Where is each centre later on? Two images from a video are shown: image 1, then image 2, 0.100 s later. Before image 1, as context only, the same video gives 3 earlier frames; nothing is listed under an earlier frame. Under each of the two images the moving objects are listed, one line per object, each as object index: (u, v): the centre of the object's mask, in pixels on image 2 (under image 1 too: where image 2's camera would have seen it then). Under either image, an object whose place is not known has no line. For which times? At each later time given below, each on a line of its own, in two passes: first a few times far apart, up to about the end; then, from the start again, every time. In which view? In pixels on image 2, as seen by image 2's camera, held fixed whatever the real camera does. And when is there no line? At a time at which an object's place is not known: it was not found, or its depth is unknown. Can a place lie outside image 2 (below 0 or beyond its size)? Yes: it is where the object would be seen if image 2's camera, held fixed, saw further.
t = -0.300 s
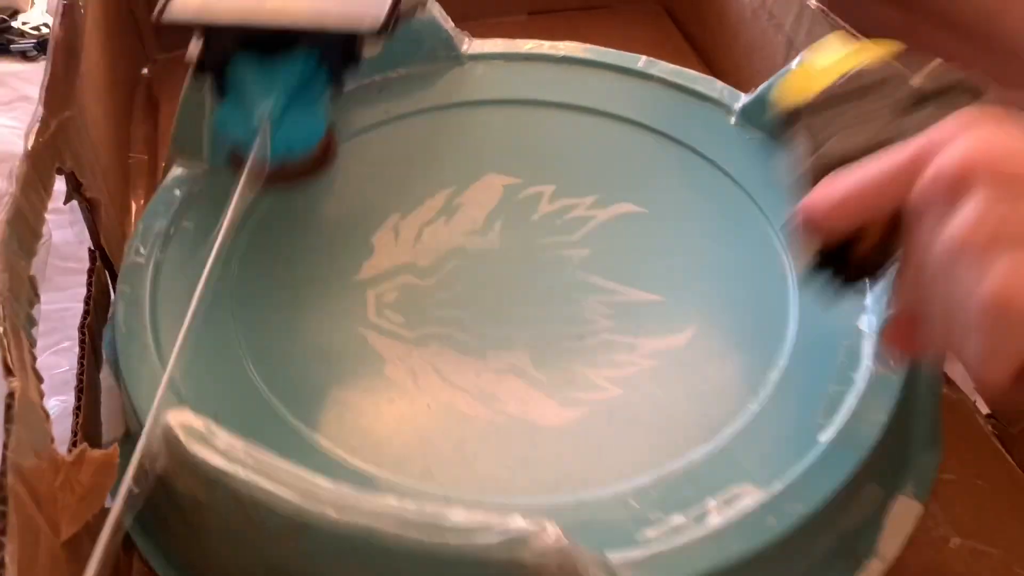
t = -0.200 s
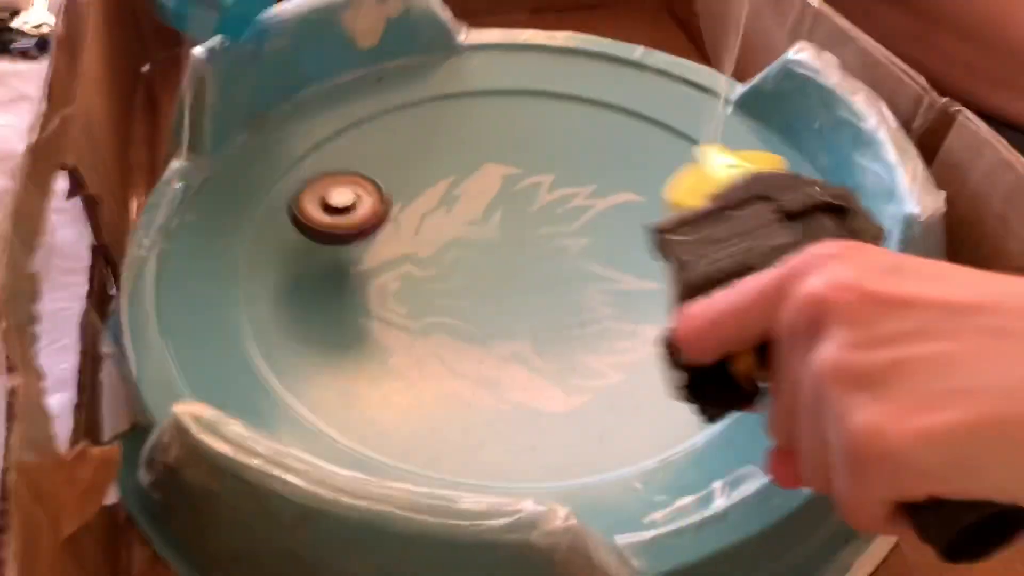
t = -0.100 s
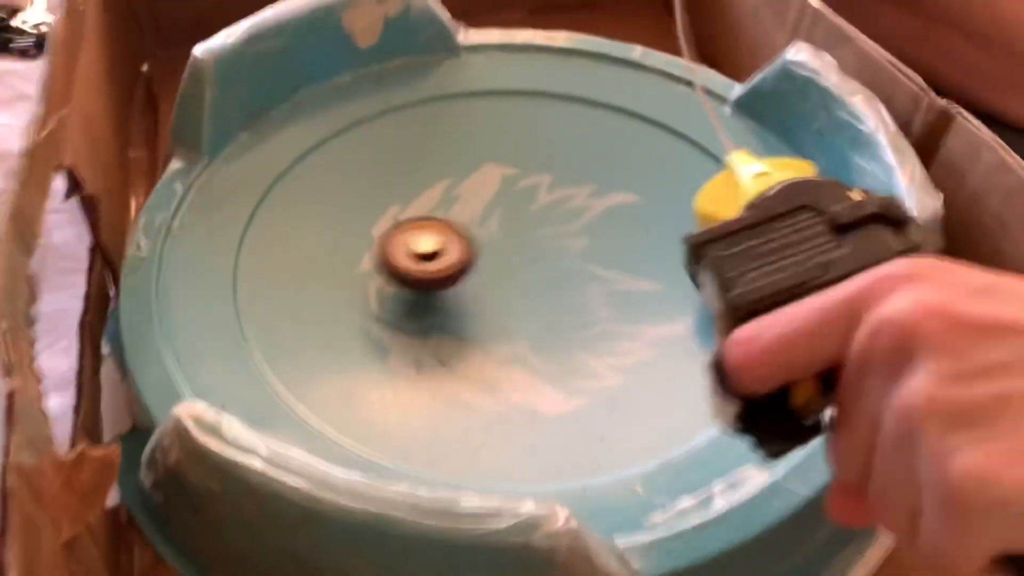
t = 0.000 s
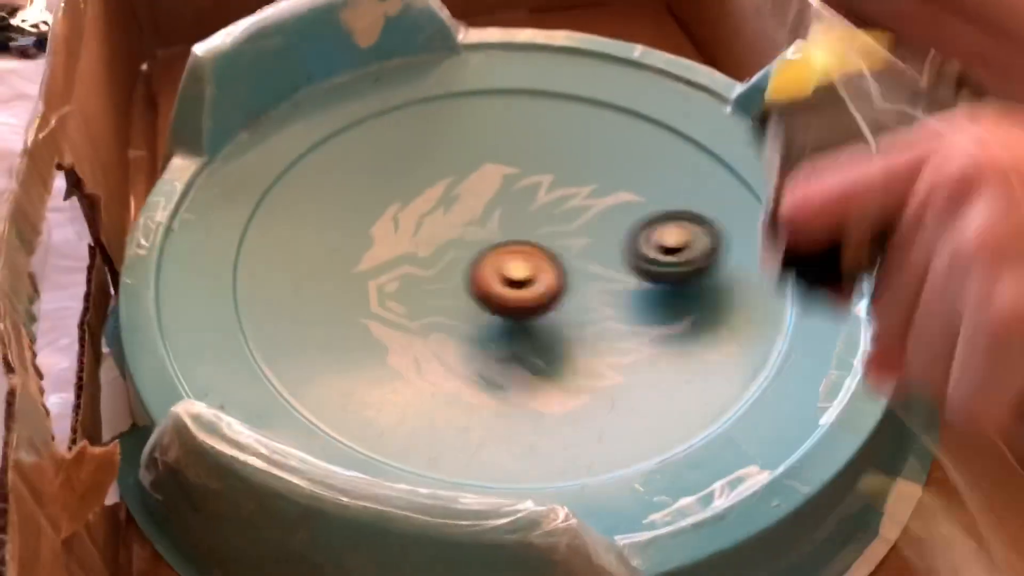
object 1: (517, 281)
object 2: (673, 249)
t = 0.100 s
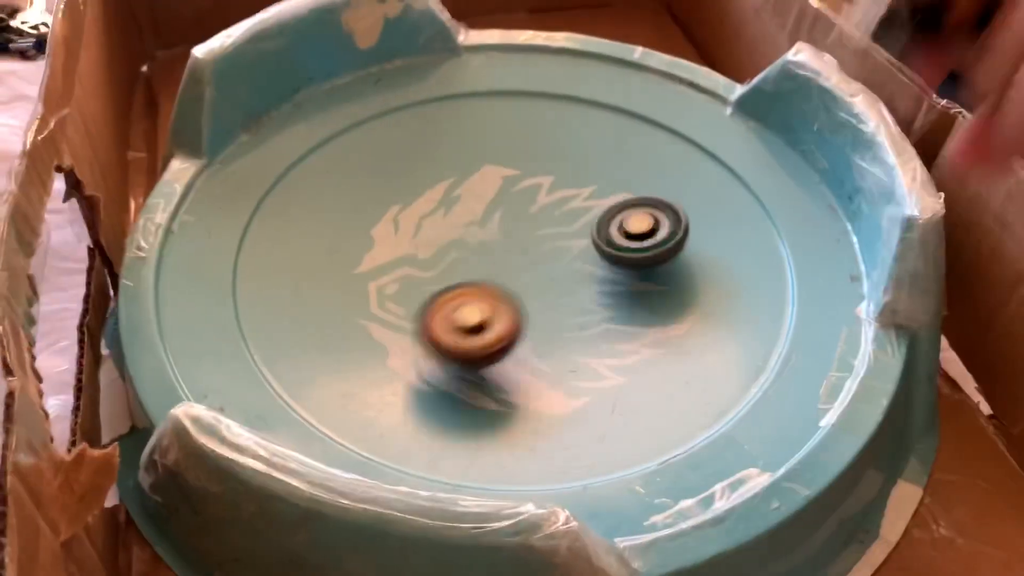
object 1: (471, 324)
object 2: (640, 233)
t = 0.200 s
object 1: (392, 357)
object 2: (582, 244)
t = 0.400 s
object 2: (556, 402)
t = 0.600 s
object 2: (843, 329)
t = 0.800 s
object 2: (757, 159)
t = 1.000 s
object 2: (547, 169)
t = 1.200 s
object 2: (338, 415)
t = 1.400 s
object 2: (745, 443)
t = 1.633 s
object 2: (702, 218)
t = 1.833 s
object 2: (332, 176)
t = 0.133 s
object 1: (436, 339)
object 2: (629, 231)
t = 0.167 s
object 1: (410, 349)
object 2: (607, 235)
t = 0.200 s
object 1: (392, 357)
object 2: (582, 244)
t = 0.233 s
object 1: (384, 363)
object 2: (555, 261)
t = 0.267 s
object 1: (386, 367)
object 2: (530, 283)
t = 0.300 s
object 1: (398, 372)
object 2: (511, 308)
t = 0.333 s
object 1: (415, 375)
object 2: (504, 336)
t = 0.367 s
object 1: (431, 368)
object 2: (520, 369)
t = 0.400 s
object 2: (556, 402)
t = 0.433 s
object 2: (615, 428)
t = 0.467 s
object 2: (678, 416)
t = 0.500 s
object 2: (740, 392)
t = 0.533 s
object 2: (793, 388)
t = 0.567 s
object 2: (837, 371)
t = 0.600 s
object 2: (843, 329)
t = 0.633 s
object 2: (801, 283)
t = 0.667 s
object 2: (751, 267)
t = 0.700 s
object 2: (697, 253)
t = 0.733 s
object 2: (662, 239)
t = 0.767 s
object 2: (725, 197)
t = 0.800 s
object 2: (757, 159)
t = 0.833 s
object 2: (752, 128)
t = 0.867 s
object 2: (741, 115)
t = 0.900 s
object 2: (722, 117)
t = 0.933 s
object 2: (668, 127)
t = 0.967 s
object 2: (608, 145)
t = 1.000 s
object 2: (547, 169)
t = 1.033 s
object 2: (488, 197)
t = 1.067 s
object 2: (426, 232)
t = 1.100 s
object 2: (376, 271)
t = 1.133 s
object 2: (337, 316)
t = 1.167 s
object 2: (310, 377)
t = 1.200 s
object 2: (338, 415)
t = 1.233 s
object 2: (406, 445)
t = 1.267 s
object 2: (495, 456)
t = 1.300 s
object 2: (574, 467)
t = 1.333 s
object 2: (639, 472)
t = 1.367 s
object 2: (697, 462)
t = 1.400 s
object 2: (745, 443)
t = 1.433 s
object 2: (781, 416)
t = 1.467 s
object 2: (804, 383)
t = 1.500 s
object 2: (810, 348)
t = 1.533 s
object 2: (802, 311)
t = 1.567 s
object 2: (781, 279)
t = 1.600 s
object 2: (747, 247)
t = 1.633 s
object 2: (702, 218)
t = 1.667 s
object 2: (651, 195)
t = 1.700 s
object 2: (592, 175)
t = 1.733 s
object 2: (530, 164)
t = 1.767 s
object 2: (465, 159)
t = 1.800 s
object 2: (399, 164)
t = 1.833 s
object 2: (332, 176)
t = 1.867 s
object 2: (269, 203)
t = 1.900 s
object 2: (231, 237)
